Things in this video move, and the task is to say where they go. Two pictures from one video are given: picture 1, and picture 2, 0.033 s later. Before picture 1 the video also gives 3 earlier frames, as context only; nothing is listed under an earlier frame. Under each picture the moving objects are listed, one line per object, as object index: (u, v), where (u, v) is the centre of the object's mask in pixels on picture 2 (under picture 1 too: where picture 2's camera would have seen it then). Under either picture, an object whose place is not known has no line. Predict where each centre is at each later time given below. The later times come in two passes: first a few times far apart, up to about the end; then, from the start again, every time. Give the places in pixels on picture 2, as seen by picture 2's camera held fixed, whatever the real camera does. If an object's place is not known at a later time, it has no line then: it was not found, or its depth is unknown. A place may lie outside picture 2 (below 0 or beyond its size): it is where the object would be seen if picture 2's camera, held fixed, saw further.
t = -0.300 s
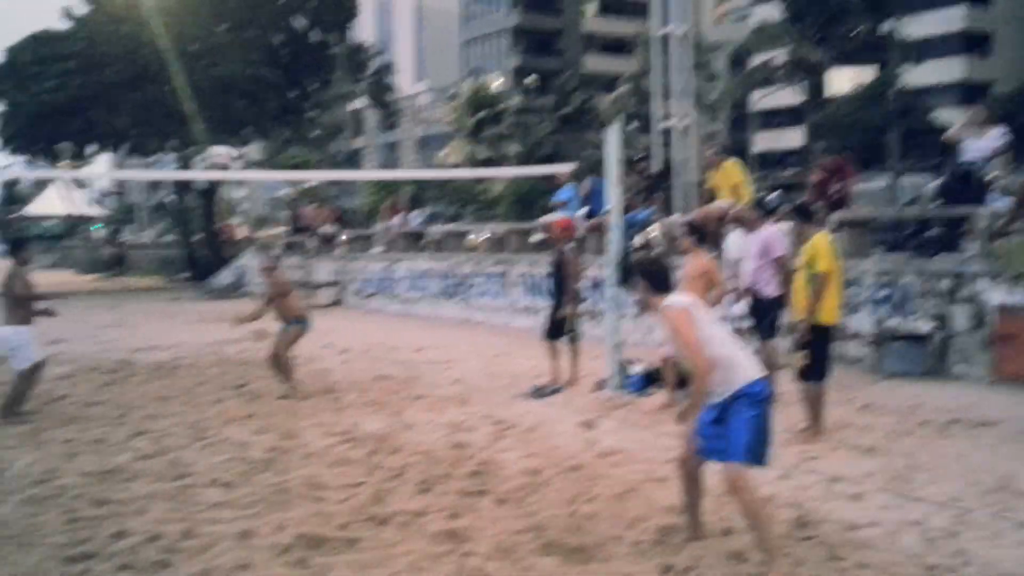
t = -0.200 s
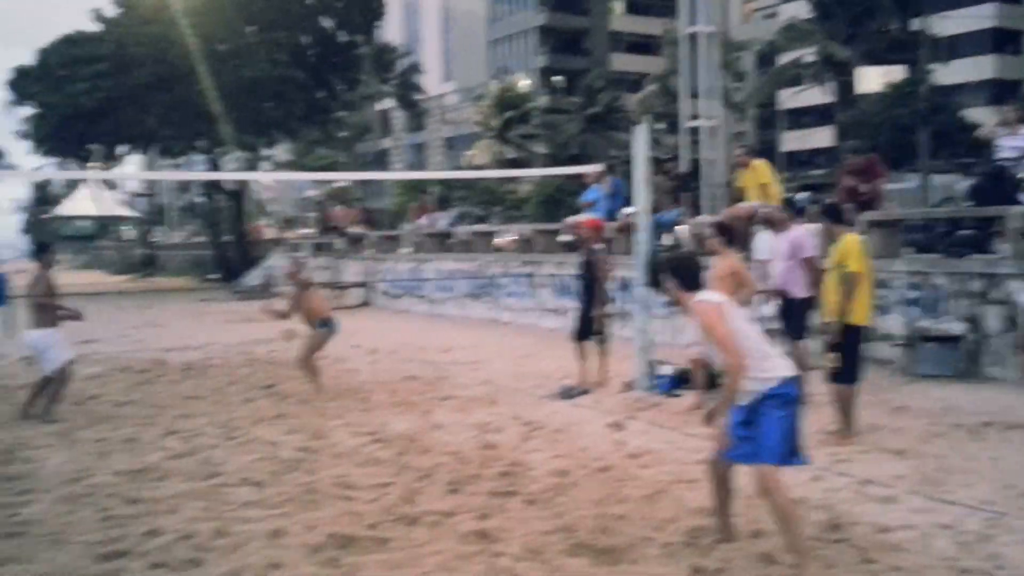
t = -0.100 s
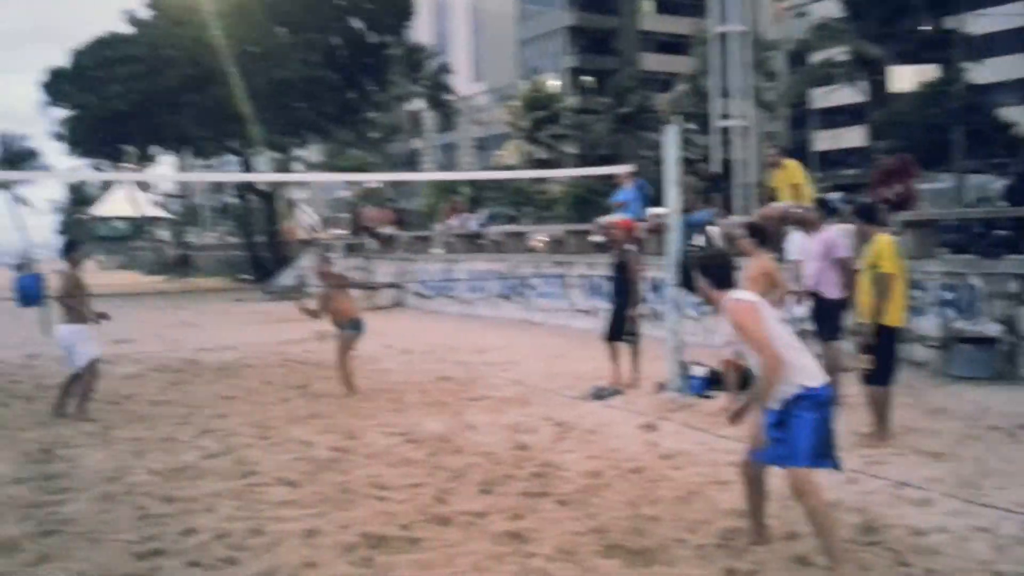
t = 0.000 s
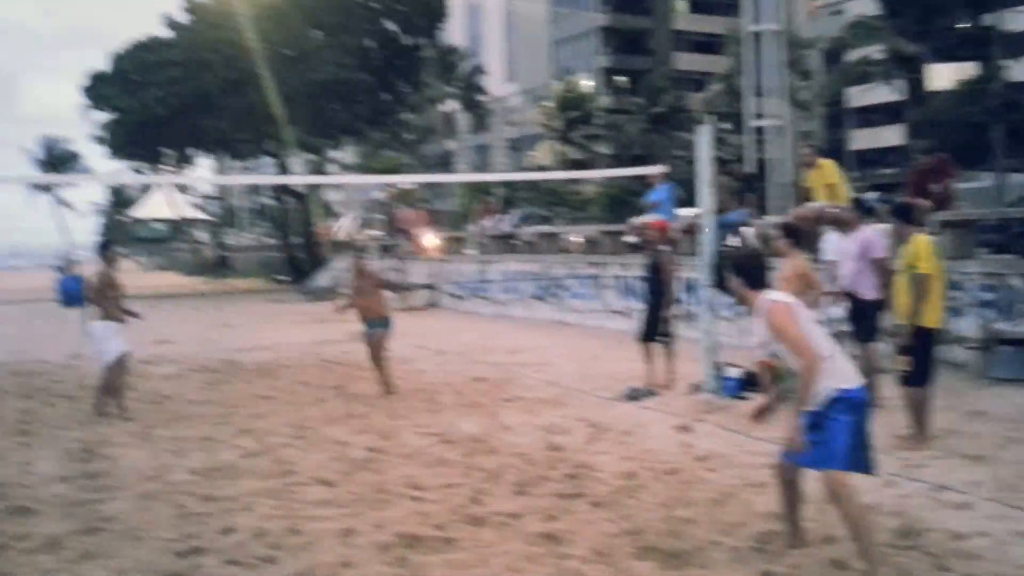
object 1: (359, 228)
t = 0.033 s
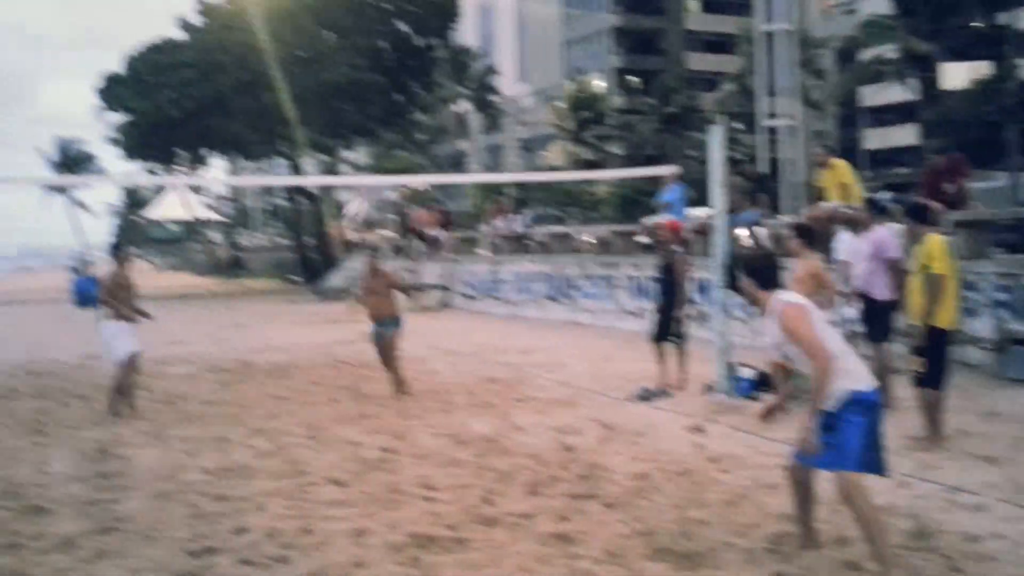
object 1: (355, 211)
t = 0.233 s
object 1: (335, 125)
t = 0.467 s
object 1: (310, 62)
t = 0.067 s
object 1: (351, 194)
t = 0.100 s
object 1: (351, 171)
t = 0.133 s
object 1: (348, 163)
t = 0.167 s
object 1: (344, 152)
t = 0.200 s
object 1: (338, 138)
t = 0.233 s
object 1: (335, 125)
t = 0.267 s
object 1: (331, 113)
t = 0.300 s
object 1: (327, 102)
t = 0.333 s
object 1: (325, 93)
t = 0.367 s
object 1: (322, 84)
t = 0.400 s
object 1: (316, 75)
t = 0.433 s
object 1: (314, 68)
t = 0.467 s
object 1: (310, 62)
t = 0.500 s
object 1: (307, 57)
